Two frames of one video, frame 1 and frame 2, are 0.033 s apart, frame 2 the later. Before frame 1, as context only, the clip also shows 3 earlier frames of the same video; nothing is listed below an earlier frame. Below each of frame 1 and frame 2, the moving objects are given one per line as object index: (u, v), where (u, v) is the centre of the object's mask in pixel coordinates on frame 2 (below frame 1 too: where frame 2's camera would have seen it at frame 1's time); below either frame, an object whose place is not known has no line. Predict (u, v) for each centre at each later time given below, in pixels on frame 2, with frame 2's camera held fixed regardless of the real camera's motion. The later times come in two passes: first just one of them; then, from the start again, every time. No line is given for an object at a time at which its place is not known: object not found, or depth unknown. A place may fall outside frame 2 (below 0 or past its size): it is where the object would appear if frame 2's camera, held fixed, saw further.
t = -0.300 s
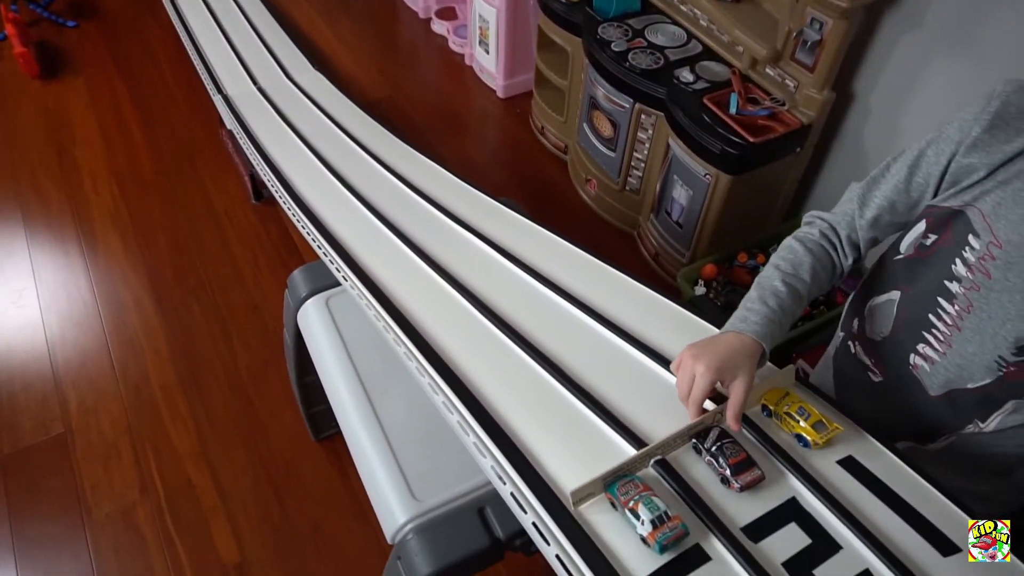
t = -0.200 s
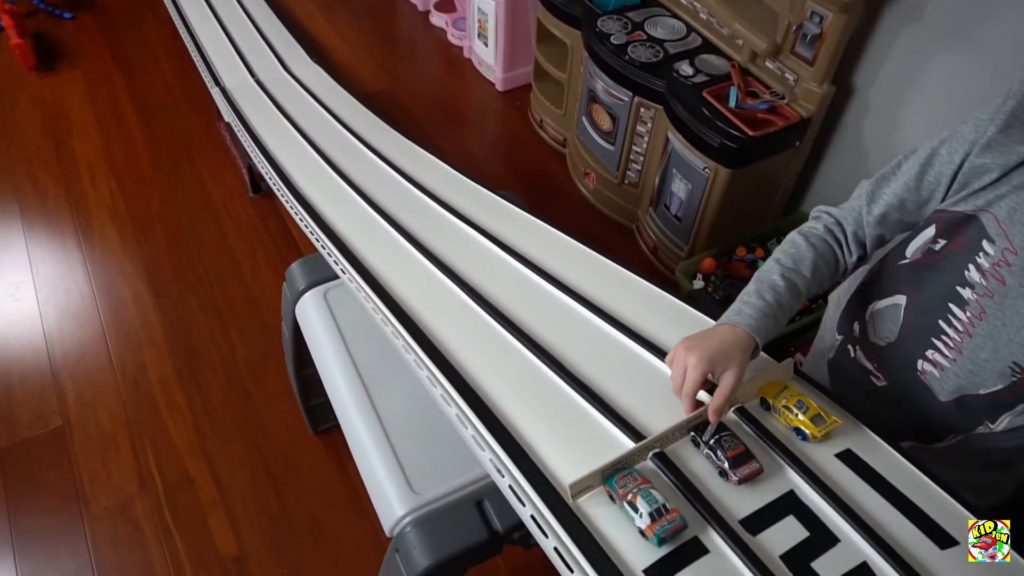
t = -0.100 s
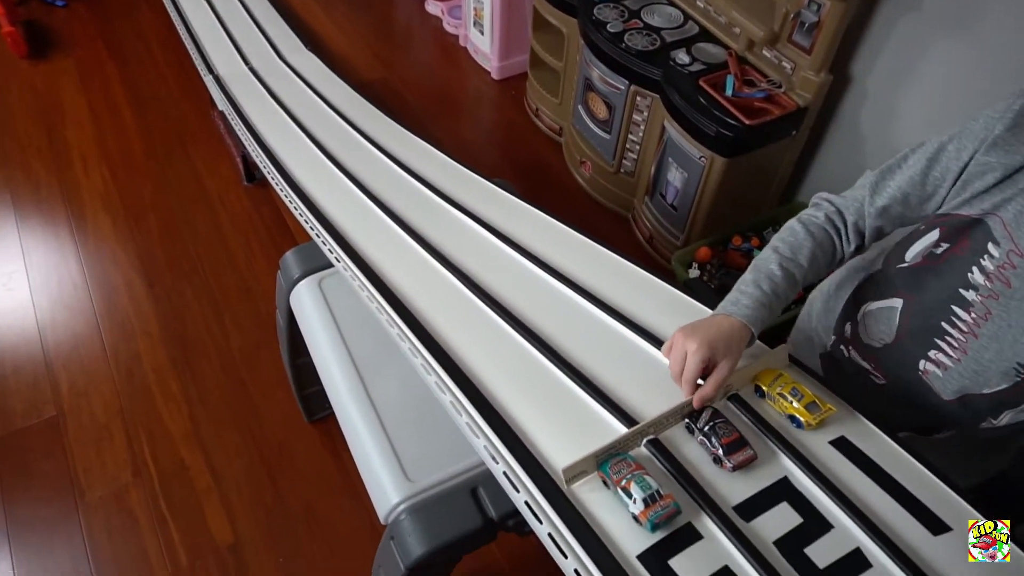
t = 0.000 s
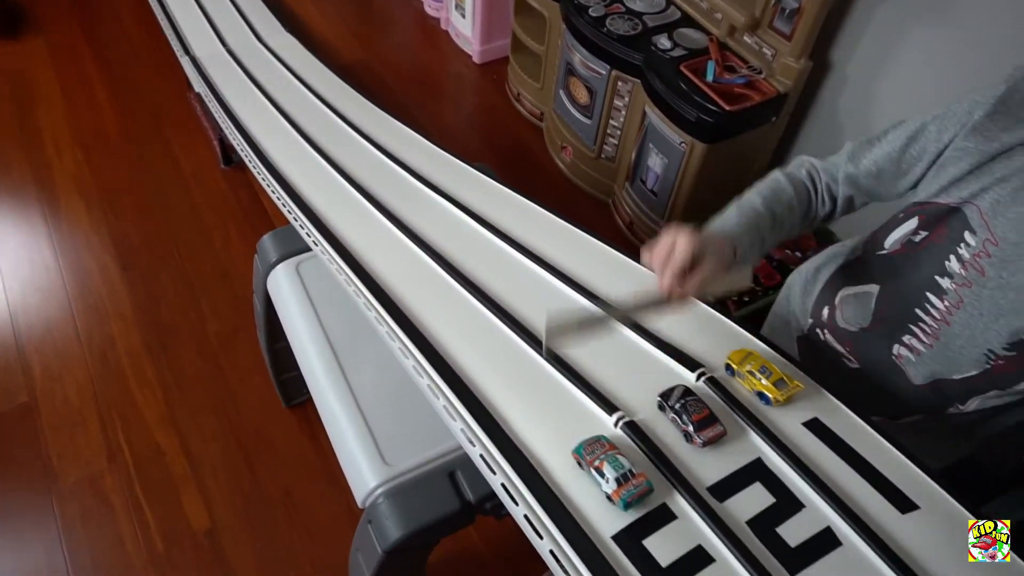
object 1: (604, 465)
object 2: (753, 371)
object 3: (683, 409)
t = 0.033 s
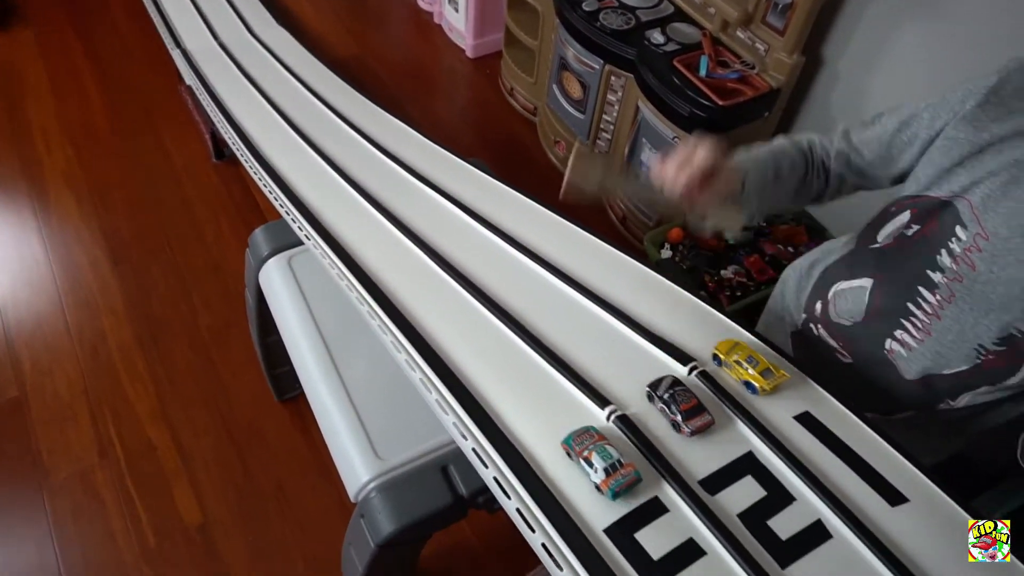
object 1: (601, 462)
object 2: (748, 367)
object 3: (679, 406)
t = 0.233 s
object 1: (553, 412)
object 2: (684, 321)
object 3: (632, 360)
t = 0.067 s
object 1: (596, 457)
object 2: (742, 362)
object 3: (675, 401)
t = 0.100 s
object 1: (590, 451)
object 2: (734, 355)
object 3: (669, 395)
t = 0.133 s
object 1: (583, 443)
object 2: (724, 348)
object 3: (662, 388)
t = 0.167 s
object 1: (574, 434)
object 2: (712, 340)
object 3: (653, 379)
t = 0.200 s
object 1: (564, 423)
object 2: (699, 331)
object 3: (643, 370)
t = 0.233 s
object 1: (553, 412)
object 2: (684, 321)
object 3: (632, 360)
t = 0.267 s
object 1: (541, 399)
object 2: (667, 311)
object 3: (619, 349)
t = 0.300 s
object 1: (529, 385)
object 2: (650, 300)
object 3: (604, 337)
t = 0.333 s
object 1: (515, 370)
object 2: (632, 288)
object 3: (589, 323)
